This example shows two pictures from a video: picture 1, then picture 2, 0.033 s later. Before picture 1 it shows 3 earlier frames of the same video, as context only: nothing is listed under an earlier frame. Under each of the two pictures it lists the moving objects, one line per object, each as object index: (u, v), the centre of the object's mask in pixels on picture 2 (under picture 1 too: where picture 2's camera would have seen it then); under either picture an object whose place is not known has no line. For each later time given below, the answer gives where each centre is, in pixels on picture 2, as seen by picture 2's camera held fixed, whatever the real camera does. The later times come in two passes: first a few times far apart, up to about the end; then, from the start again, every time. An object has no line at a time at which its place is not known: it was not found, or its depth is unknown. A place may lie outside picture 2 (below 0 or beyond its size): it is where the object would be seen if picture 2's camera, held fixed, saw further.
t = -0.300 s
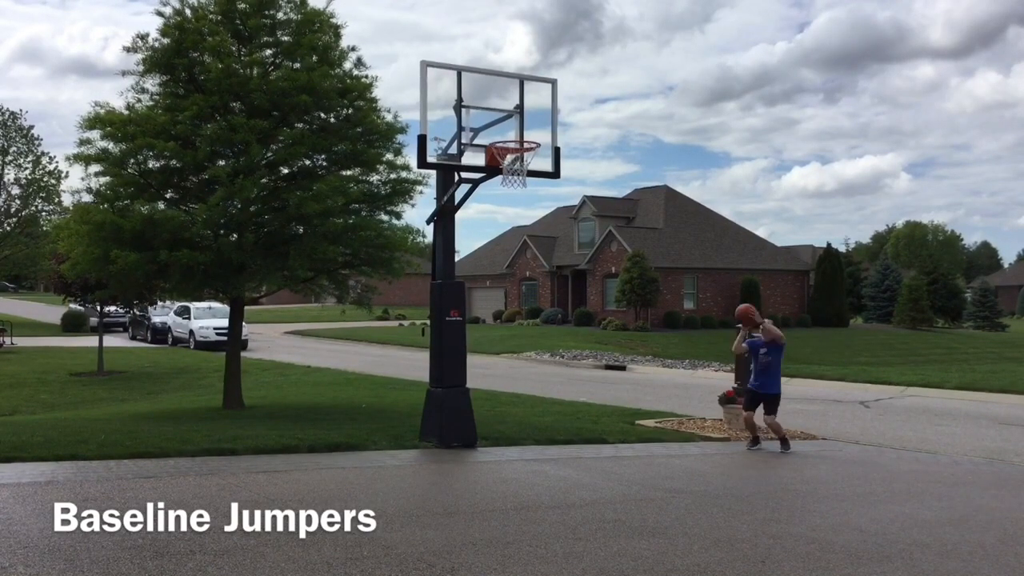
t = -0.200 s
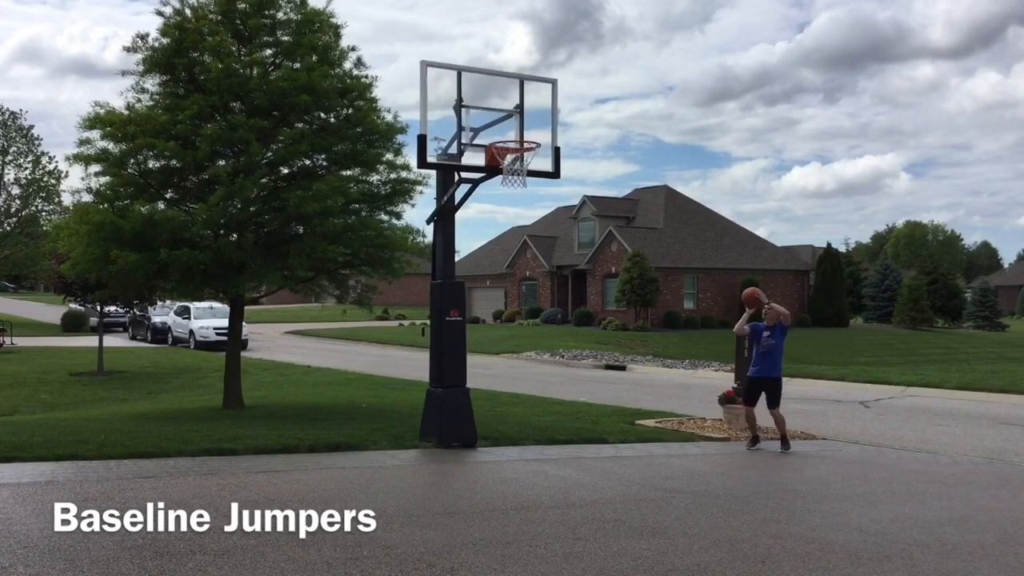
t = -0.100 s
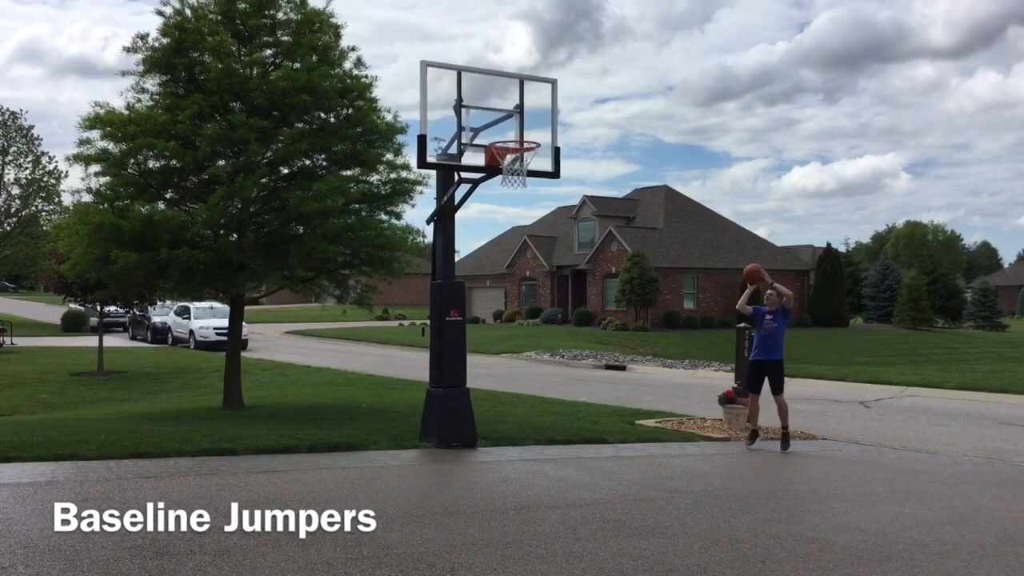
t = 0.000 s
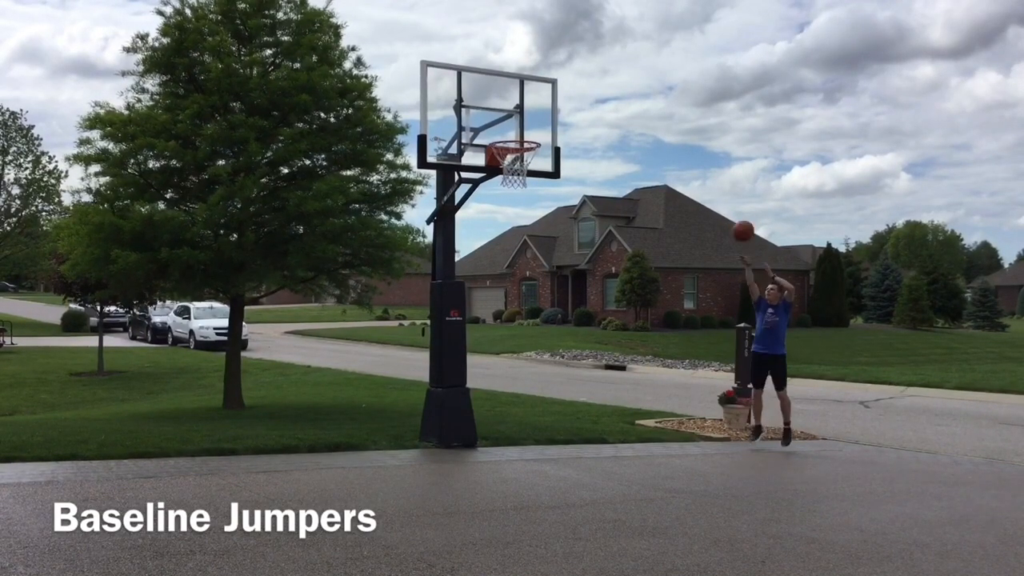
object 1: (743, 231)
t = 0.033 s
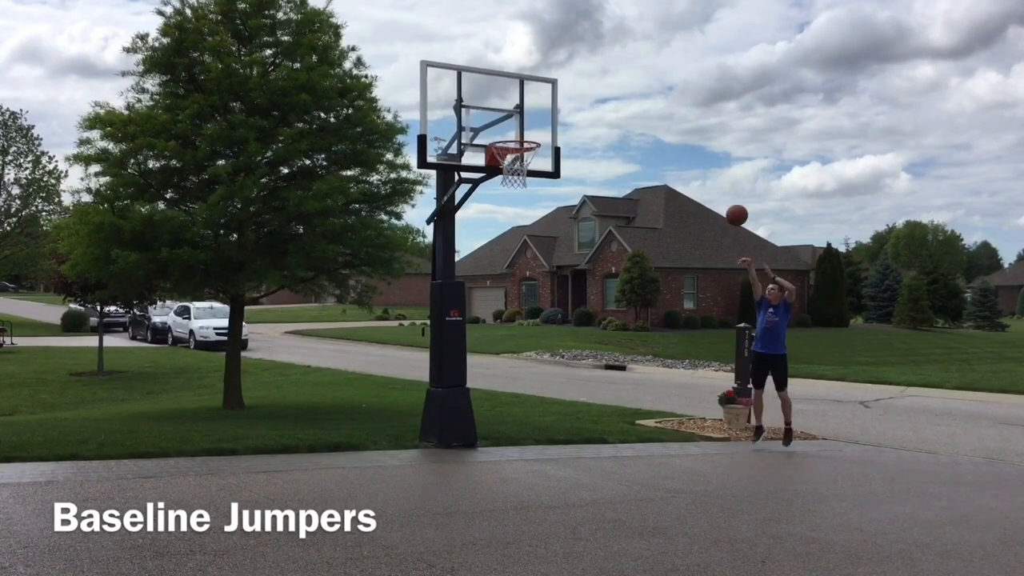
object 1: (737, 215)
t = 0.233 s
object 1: (697, 137)
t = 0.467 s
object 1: (648, 86)
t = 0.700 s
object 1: (594, 85)
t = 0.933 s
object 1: (539, 131)
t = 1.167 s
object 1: (523, 96)
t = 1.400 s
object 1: (506, 116)
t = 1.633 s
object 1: (488, 199)
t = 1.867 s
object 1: (470, 345)
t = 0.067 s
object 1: (730, 200)
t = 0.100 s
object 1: (724, 186)
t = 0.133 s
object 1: (717, 172)
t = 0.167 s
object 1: (711, 160)
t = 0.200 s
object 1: (704, 148)
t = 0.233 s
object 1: (697, 137)
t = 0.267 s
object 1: (691, 127)
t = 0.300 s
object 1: (684, 118)
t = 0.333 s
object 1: (677, 110)
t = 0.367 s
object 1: (670, 102)
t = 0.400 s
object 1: (663, 96)
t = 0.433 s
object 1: (656, 91)
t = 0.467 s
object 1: (648, 86)
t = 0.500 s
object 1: (641, 83)
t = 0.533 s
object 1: (633, 81)
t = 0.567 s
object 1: (626, 79)
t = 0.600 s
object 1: (618, 79)
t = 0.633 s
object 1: (610, 80)
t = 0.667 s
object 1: (602, 82)
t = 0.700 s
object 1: (594, 85)
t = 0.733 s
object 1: (586, 89)
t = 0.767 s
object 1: (578, 95)
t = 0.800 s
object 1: (569, 101)
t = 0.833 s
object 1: (561, 109)
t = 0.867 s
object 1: (553, 118)
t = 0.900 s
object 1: (544, 128)
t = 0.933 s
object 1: (539, 131)
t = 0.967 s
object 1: (537, 123)
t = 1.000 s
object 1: (535, 116)
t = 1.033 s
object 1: (532, 109)
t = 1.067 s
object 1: (530, 104)
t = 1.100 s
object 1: (527, 101)
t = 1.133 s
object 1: (525, 97)
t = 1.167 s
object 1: (523, 96)
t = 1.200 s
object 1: (520, 95)
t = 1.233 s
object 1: (518, 96)
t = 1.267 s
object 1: (516, 97)
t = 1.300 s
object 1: (513, 100)
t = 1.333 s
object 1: (510, 105)
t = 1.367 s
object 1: (508, 110)
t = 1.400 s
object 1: (506, 116)
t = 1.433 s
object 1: (504, 125)
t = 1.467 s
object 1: (501, 133)
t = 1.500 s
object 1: (499, 143)
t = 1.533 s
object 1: (496, 155)
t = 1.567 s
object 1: (493, 168)
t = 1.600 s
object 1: (491, 183)
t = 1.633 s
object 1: (488, 199)
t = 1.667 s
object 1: (486, 215)
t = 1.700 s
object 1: (483, 234)
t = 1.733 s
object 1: (480, 254)
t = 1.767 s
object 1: (477, 274)
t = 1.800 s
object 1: (474, 296)
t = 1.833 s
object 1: (472, 320)
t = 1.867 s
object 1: (470, 345)
